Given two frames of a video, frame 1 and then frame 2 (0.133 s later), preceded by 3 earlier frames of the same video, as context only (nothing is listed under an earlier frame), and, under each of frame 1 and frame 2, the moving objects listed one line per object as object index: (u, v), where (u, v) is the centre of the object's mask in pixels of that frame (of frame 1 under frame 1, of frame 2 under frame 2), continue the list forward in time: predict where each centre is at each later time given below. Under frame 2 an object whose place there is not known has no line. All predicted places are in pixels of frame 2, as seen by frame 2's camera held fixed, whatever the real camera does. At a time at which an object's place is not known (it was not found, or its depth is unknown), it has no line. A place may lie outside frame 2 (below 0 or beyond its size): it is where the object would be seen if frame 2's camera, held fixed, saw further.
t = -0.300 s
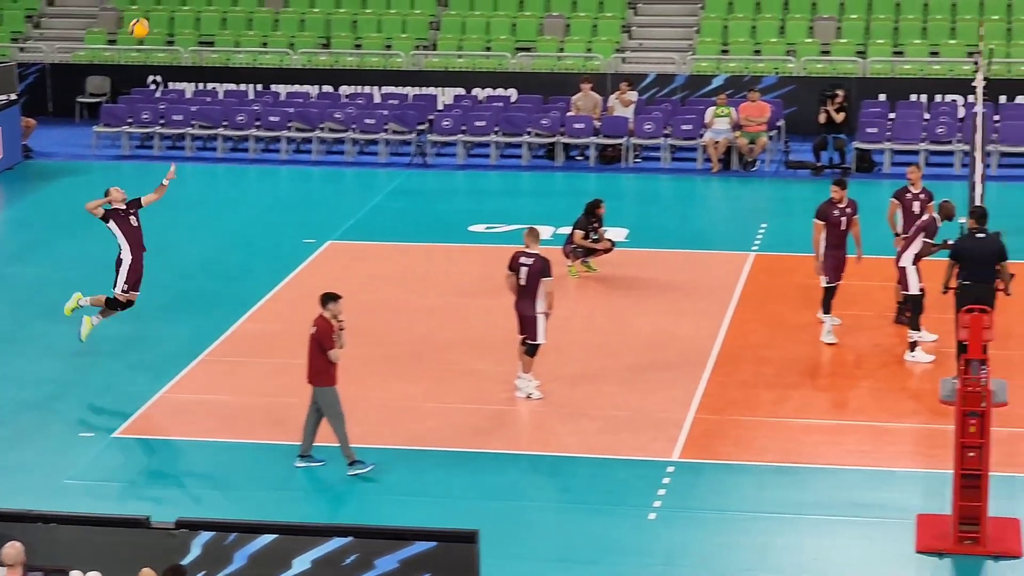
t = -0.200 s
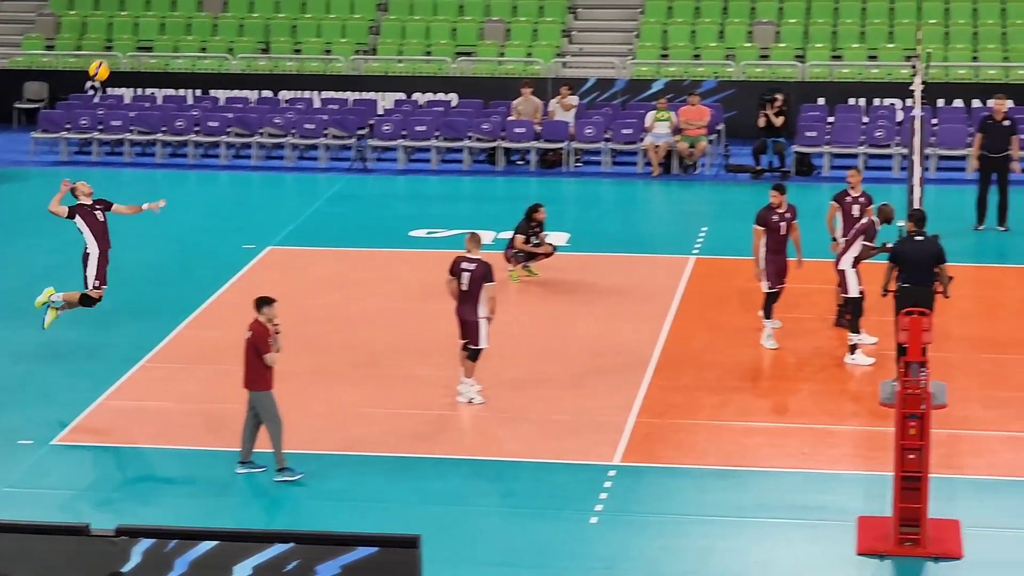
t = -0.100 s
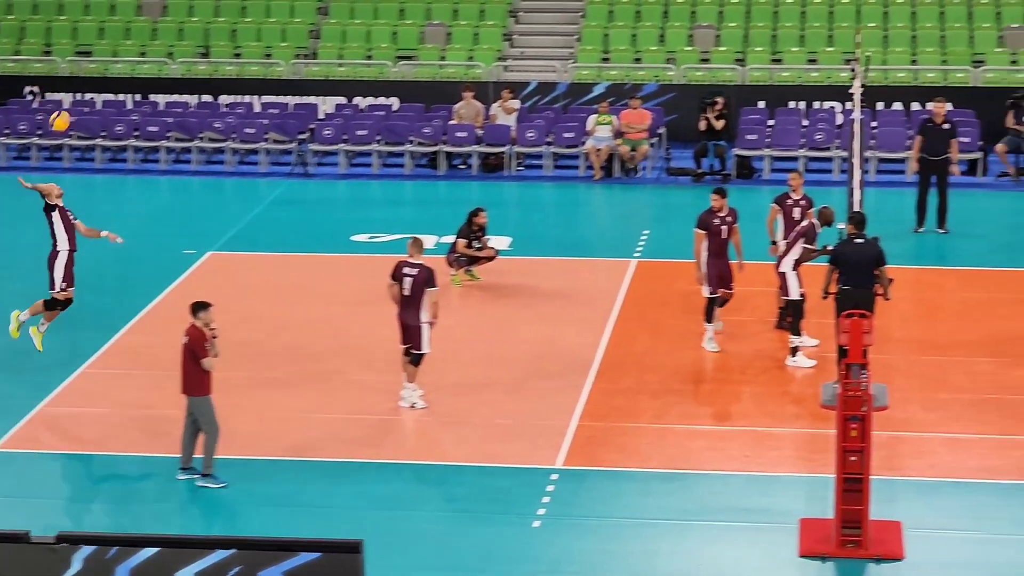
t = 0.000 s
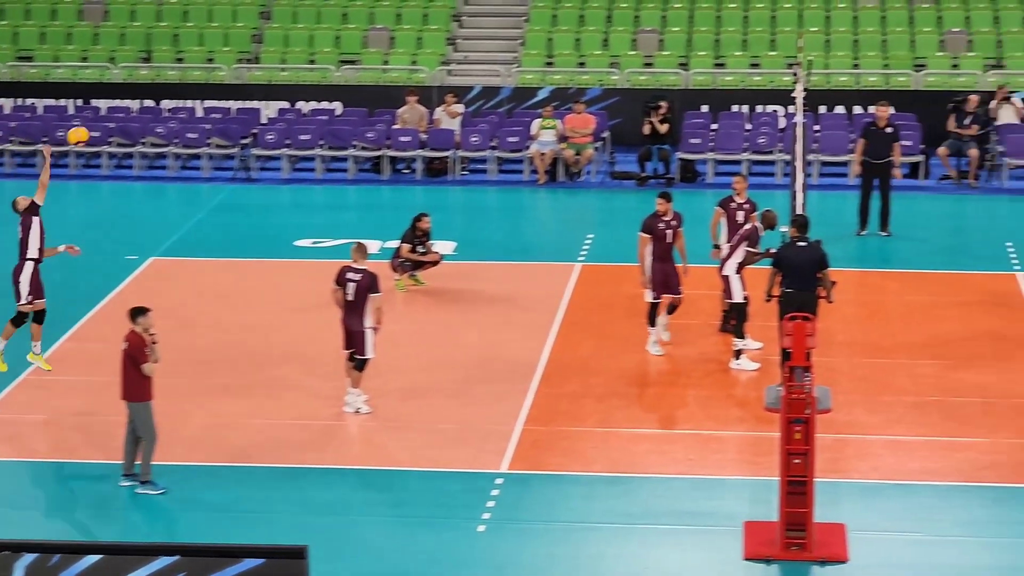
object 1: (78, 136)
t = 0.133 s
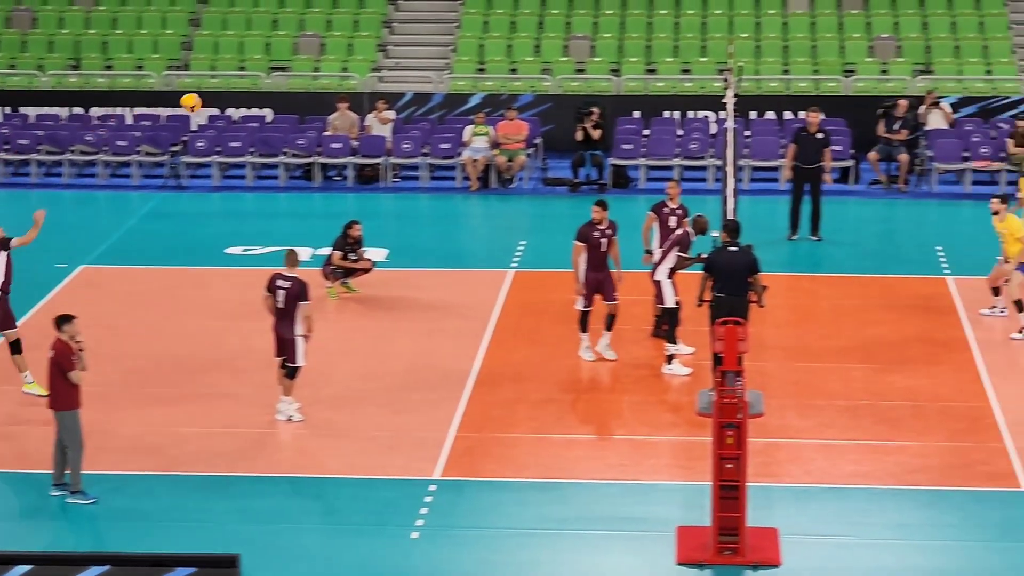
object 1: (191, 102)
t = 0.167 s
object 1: (231, 98)
